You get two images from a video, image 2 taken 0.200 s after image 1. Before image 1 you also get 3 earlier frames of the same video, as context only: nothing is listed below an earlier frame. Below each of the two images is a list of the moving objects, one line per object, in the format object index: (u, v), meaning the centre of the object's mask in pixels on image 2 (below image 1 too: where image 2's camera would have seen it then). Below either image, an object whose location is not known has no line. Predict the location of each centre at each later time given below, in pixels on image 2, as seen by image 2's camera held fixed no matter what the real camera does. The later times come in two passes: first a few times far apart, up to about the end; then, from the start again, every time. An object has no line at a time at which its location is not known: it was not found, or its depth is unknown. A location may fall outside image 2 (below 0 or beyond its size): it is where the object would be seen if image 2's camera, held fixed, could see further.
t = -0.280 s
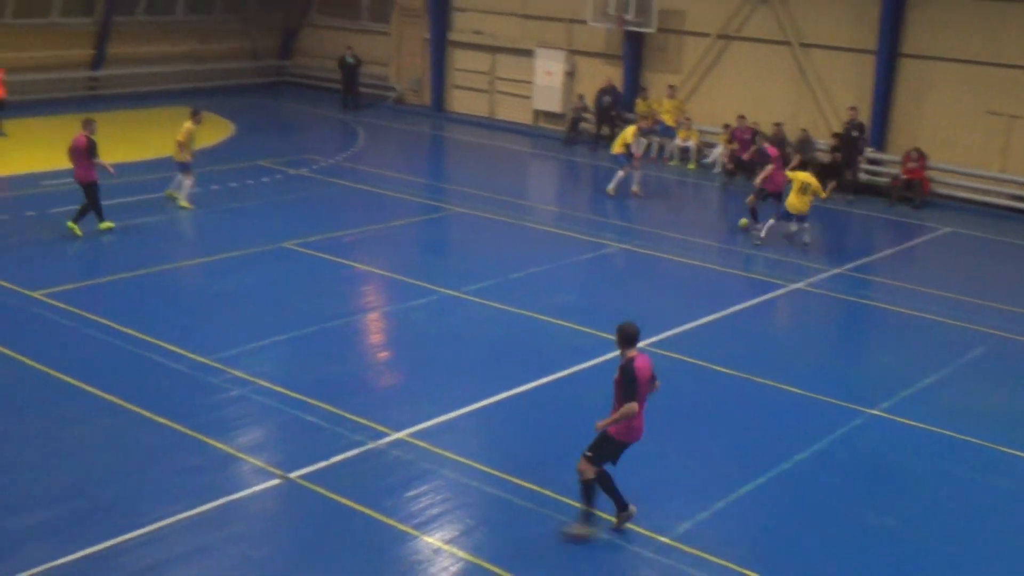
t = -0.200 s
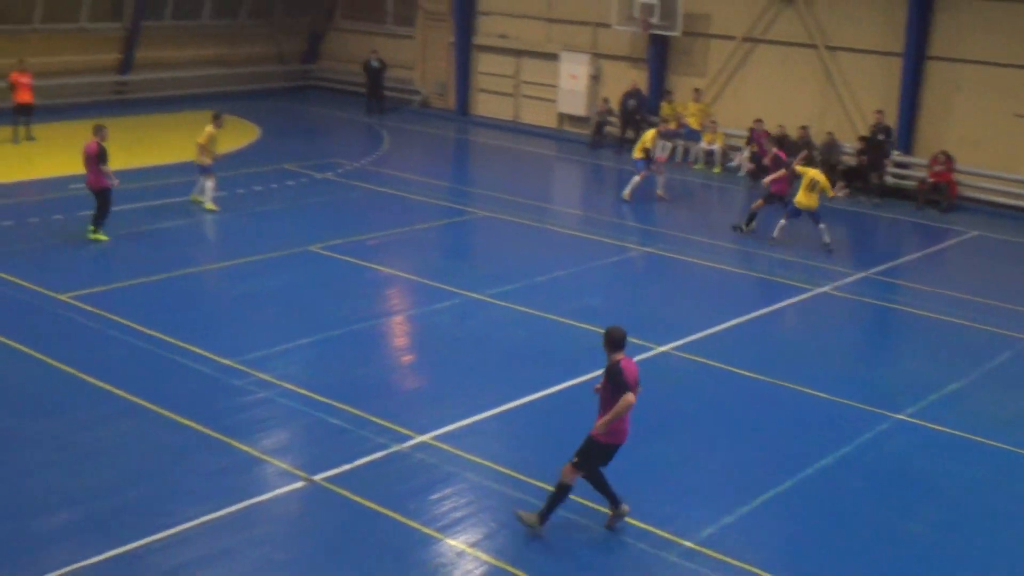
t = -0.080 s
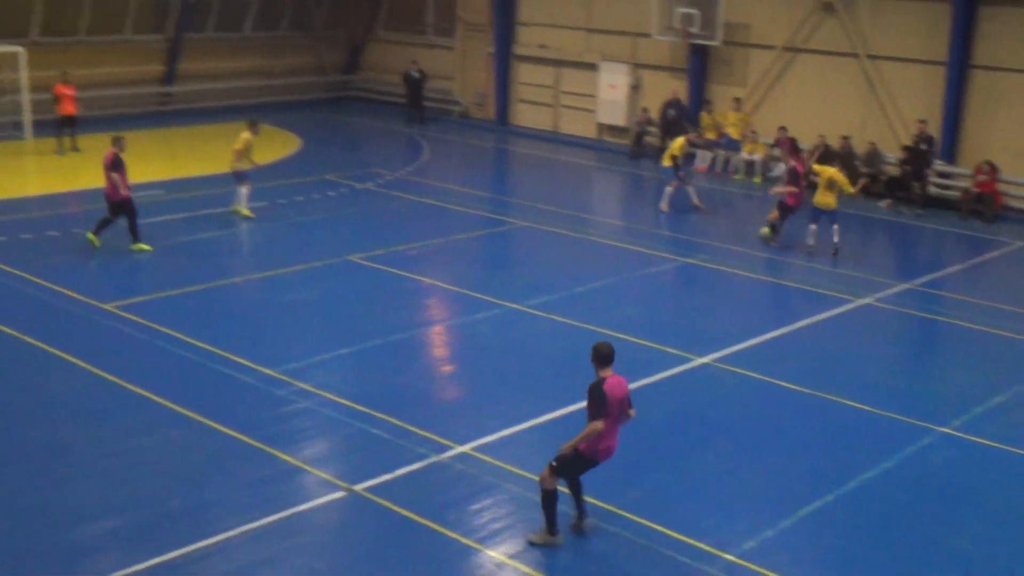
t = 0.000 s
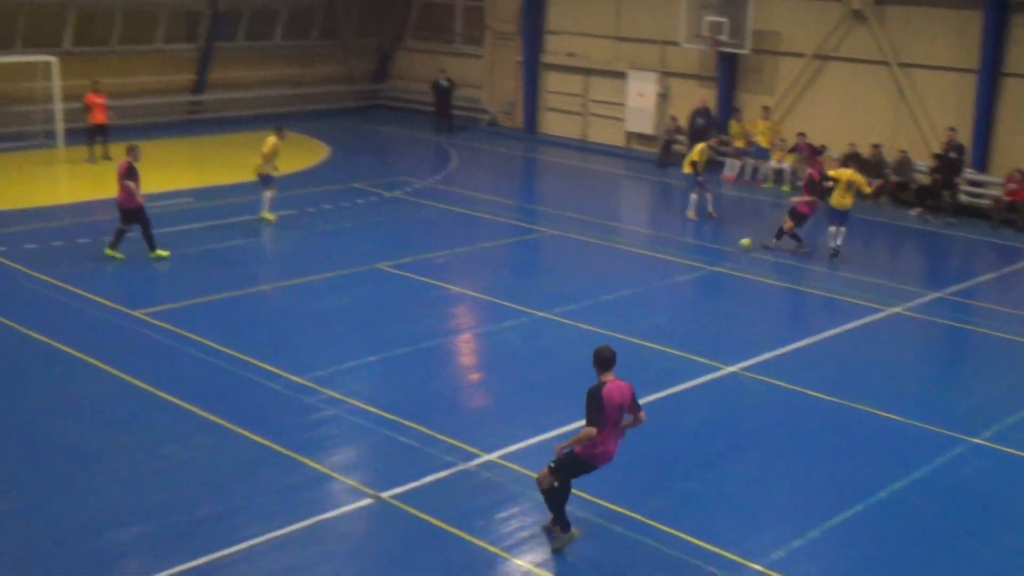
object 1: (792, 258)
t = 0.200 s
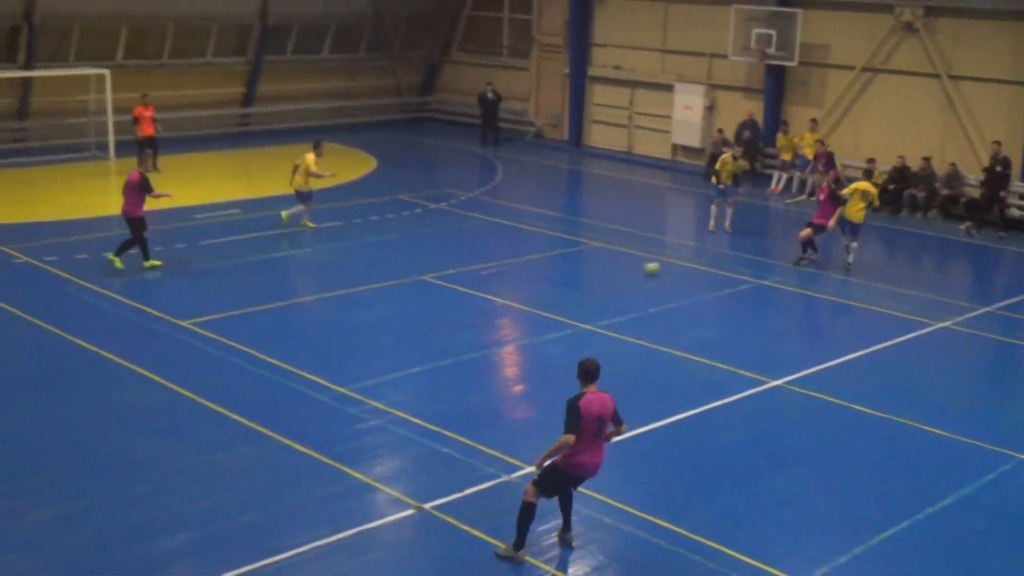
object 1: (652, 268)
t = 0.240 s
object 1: (624, 271)
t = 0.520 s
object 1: (434, 286)
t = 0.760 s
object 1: (276, 301)
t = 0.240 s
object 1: (624, 271)
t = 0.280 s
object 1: (597, 273)
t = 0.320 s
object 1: (569, 275)
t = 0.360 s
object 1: (542, 277)
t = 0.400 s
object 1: (514, 280)
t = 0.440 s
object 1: (488, 281)
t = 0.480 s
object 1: (461, 284)
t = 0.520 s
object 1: (434, 286)
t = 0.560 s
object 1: (407, 288)
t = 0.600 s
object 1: (381, 291)
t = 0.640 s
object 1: (355, 294)
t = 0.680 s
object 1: (328, 296)
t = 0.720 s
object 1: (302, 298)
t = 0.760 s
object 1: (276, 301)
